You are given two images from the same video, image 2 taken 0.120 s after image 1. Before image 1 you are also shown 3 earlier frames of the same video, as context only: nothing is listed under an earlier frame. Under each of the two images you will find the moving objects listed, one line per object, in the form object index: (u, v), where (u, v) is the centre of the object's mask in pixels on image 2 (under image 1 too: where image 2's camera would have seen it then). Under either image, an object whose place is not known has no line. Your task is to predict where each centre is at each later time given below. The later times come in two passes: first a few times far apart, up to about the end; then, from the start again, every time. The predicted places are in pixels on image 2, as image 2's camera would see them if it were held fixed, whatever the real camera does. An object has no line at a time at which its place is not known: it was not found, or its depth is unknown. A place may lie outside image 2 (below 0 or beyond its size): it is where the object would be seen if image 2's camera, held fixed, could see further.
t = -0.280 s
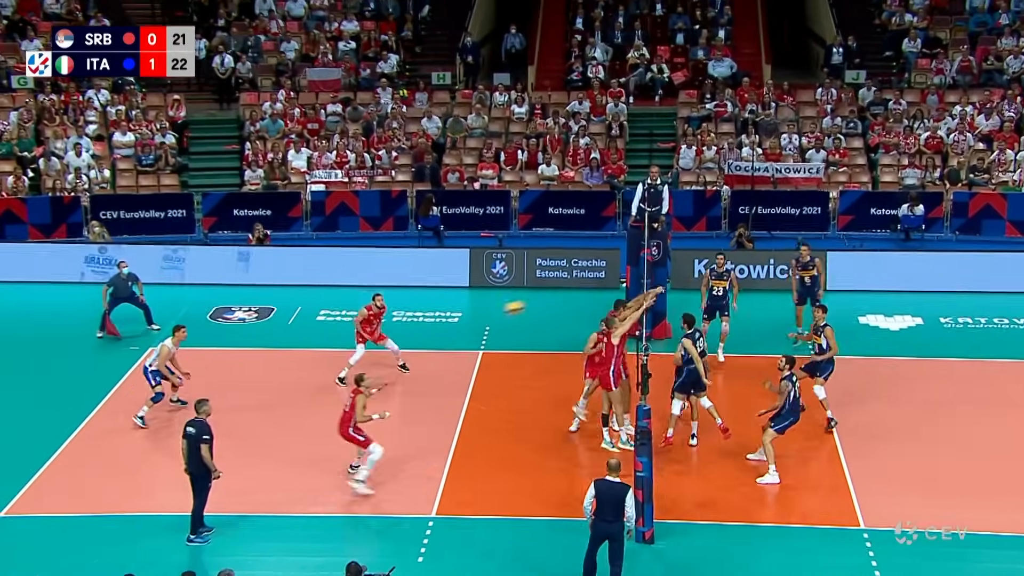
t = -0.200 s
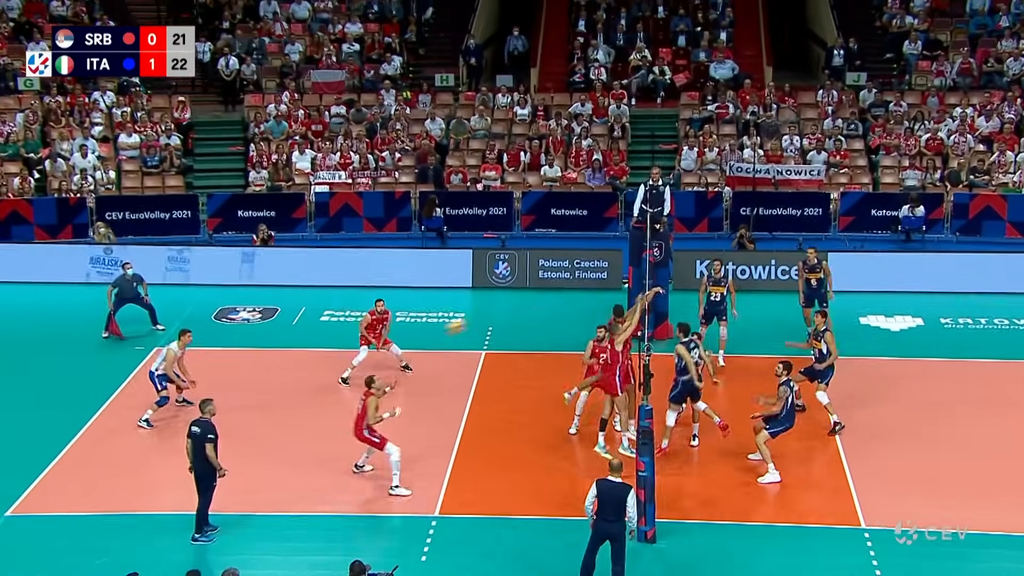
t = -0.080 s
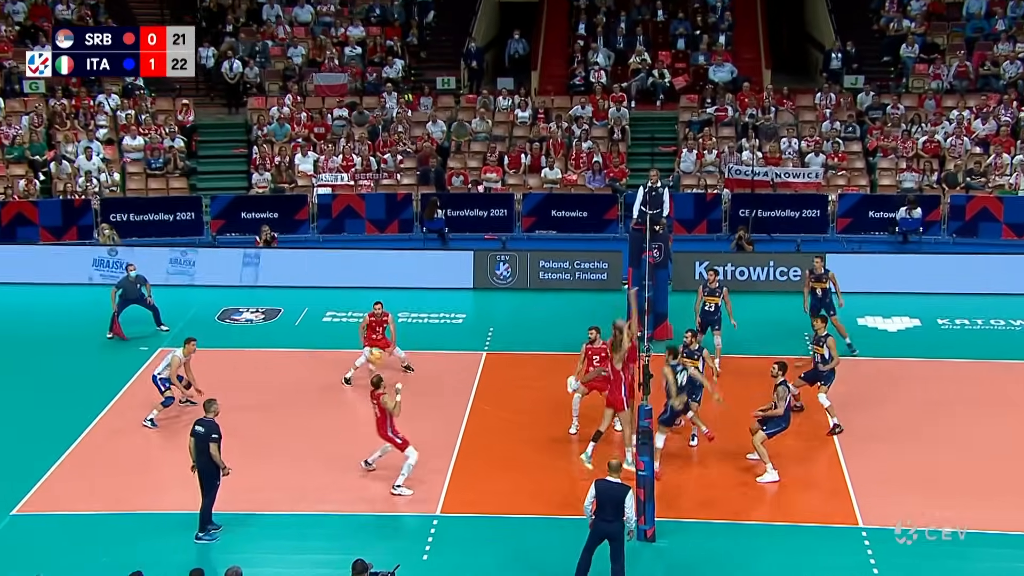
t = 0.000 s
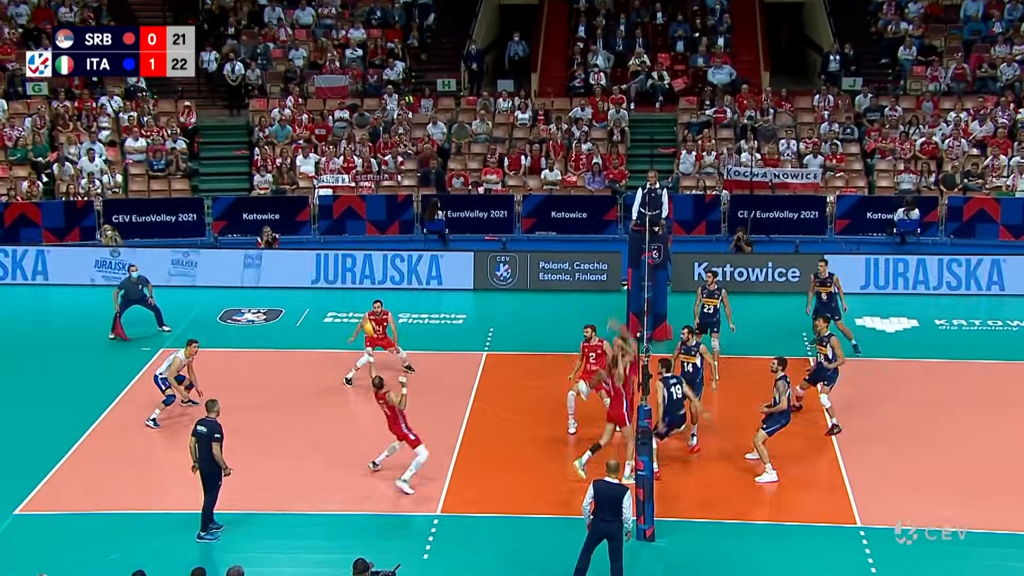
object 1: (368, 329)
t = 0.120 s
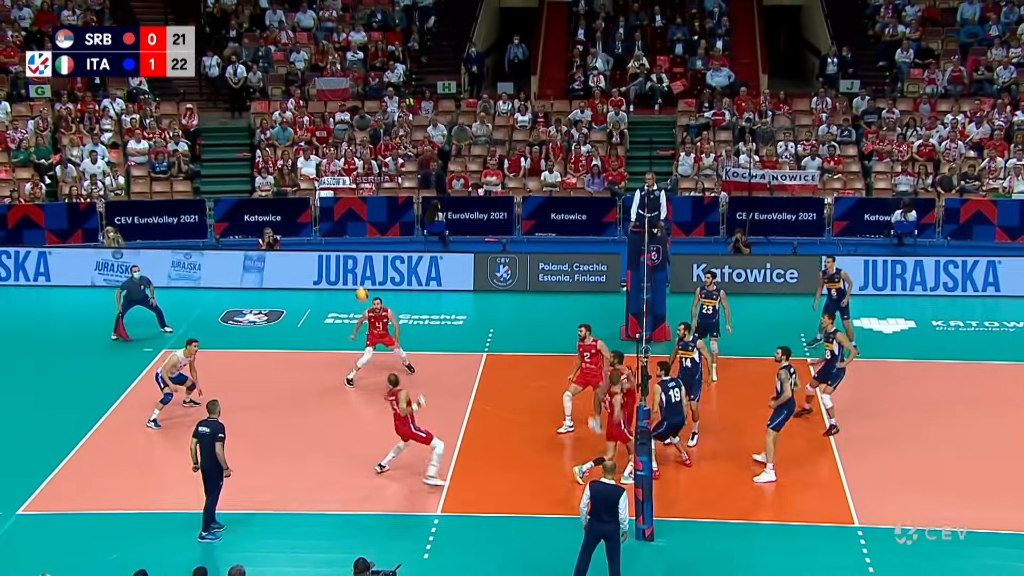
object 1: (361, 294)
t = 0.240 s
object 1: (355, 270)
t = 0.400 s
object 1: (348, 254)
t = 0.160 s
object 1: (360, 285)
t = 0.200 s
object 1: (358, 278)
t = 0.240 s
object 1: (355, 270)
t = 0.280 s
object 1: (353, 264)
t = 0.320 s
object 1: (352, 261)
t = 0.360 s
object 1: (350, 257)
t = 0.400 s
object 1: (348, 254)
